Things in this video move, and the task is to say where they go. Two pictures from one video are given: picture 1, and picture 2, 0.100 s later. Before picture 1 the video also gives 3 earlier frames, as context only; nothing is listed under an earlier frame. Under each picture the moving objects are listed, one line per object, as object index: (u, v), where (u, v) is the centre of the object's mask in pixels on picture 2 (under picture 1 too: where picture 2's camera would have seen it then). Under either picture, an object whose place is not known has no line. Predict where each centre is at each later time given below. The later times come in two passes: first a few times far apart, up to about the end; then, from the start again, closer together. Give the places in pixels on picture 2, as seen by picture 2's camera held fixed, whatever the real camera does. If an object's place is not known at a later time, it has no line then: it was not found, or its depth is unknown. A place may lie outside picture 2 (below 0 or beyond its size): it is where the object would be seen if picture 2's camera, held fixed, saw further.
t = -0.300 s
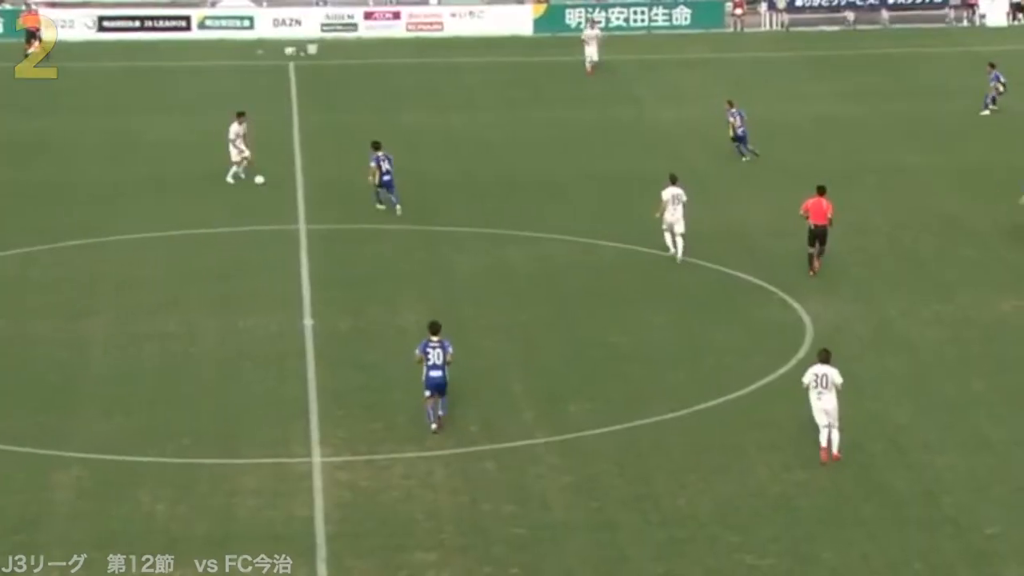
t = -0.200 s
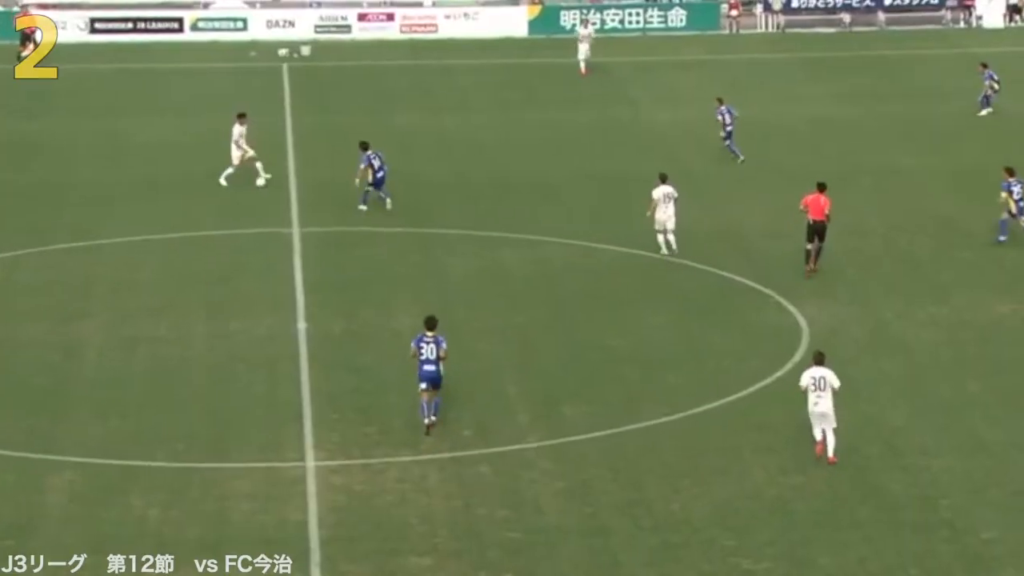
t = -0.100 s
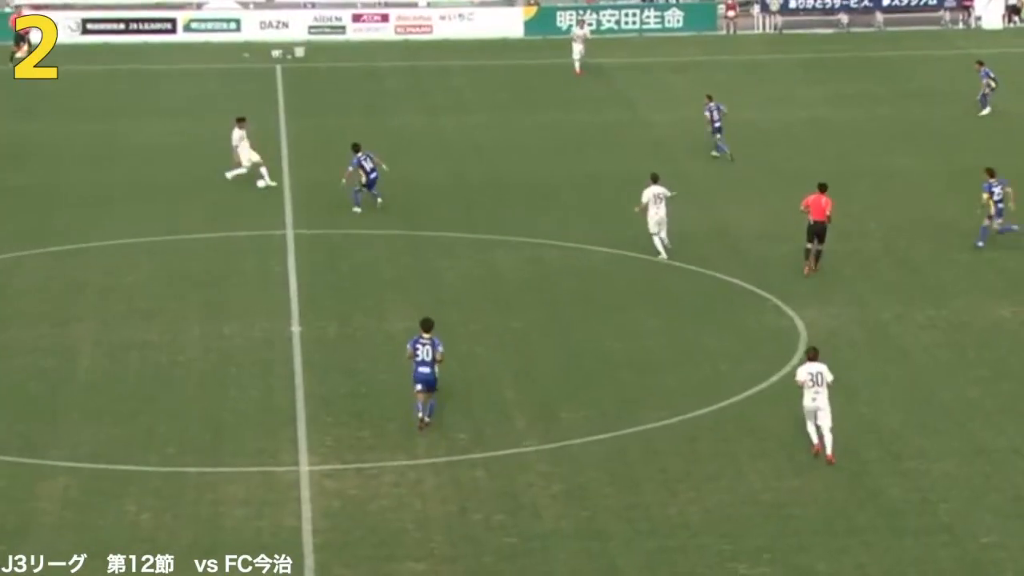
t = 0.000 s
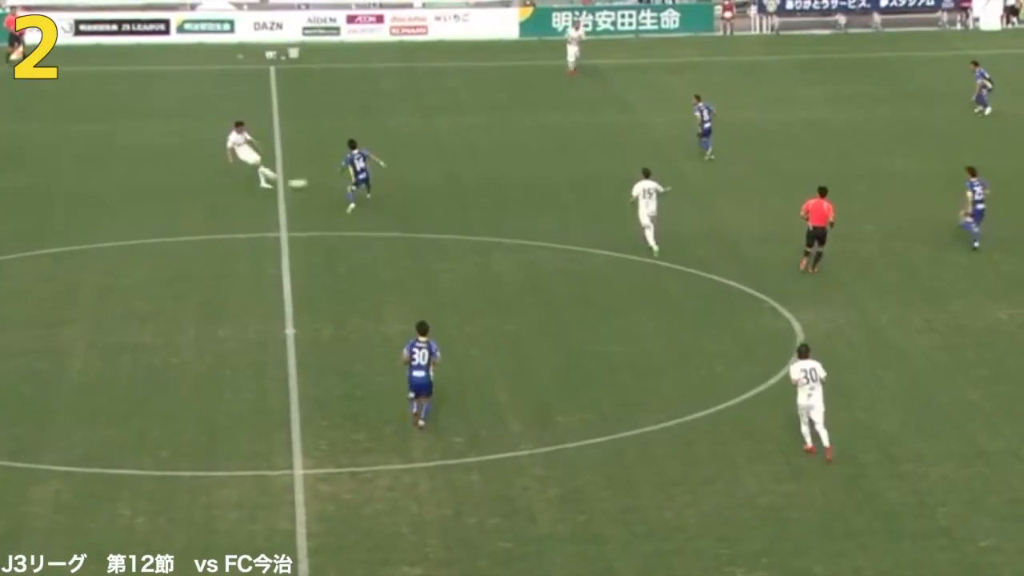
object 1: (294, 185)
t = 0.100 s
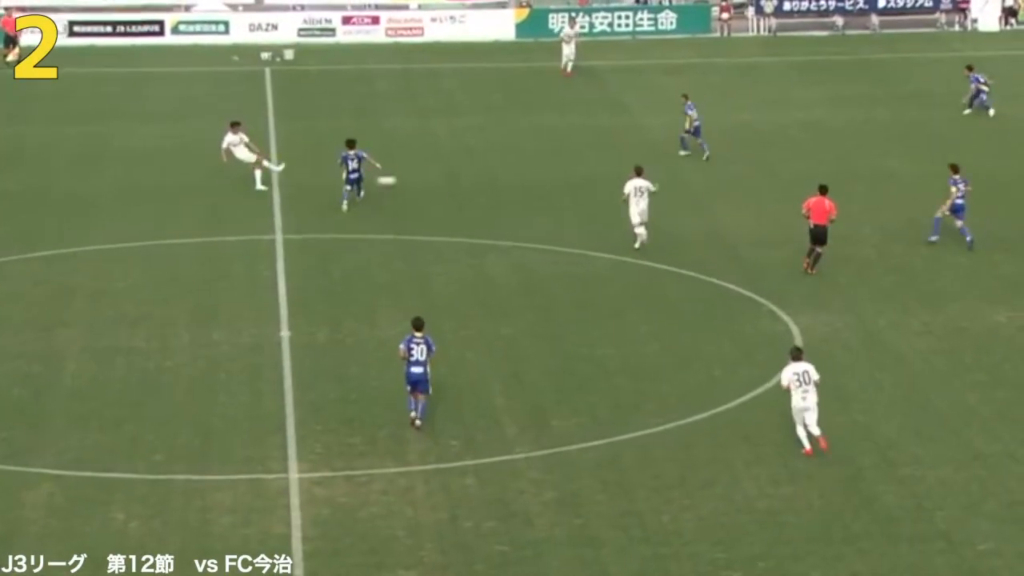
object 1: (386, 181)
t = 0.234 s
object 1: (499, 177)
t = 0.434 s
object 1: (647, 170)
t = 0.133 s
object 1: (416, 181)
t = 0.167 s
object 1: (446, 181)
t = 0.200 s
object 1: (473, 179)
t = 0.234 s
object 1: (499, 177)
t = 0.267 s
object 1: (525, 176)
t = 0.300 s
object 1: (551, 175)
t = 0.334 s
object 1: (577, 176)
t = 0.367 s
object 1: (600, 176)
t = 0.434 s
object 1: (647, 170)
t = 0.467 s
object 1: (670, 168)
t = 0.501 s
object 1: (692, 168)
